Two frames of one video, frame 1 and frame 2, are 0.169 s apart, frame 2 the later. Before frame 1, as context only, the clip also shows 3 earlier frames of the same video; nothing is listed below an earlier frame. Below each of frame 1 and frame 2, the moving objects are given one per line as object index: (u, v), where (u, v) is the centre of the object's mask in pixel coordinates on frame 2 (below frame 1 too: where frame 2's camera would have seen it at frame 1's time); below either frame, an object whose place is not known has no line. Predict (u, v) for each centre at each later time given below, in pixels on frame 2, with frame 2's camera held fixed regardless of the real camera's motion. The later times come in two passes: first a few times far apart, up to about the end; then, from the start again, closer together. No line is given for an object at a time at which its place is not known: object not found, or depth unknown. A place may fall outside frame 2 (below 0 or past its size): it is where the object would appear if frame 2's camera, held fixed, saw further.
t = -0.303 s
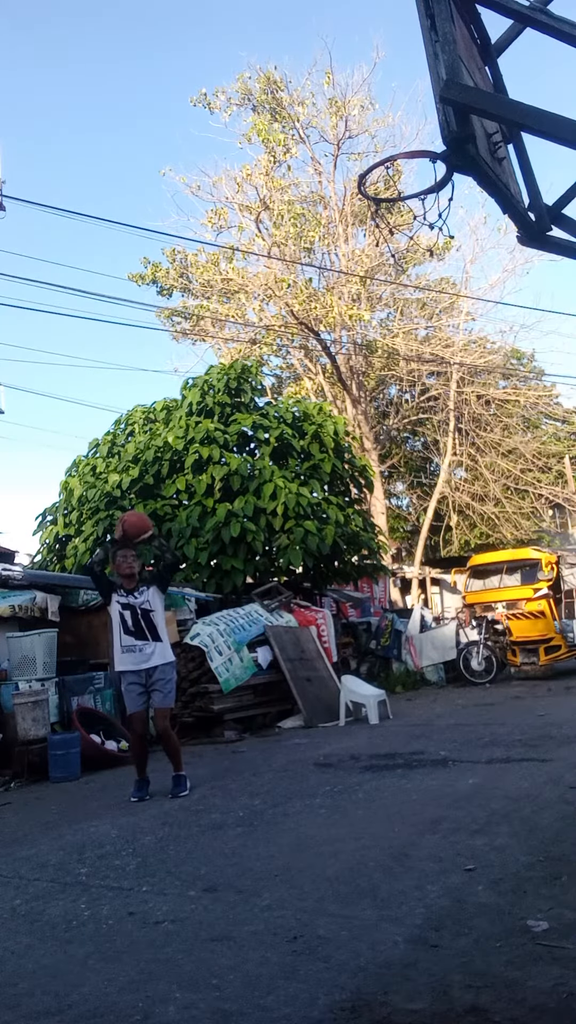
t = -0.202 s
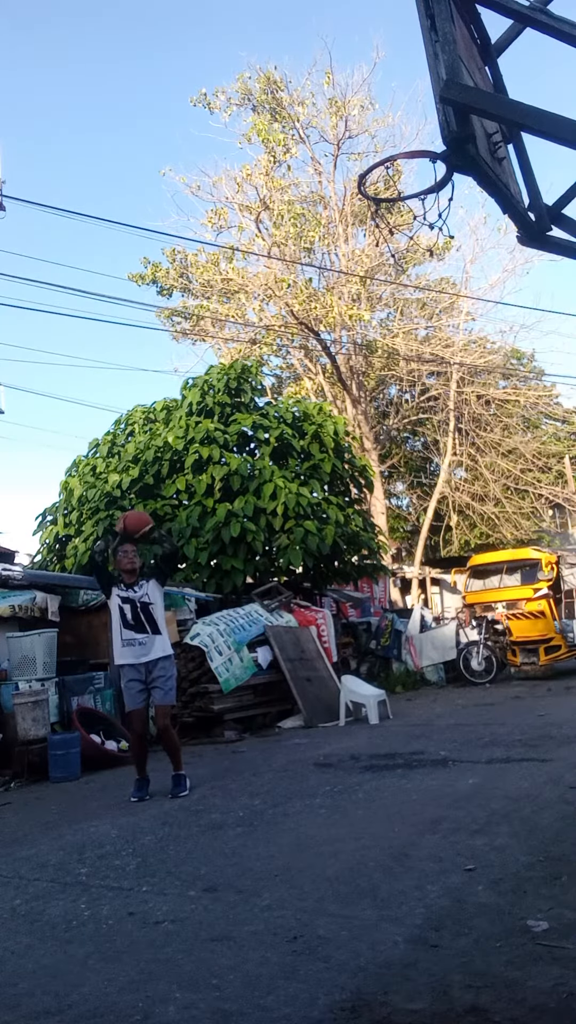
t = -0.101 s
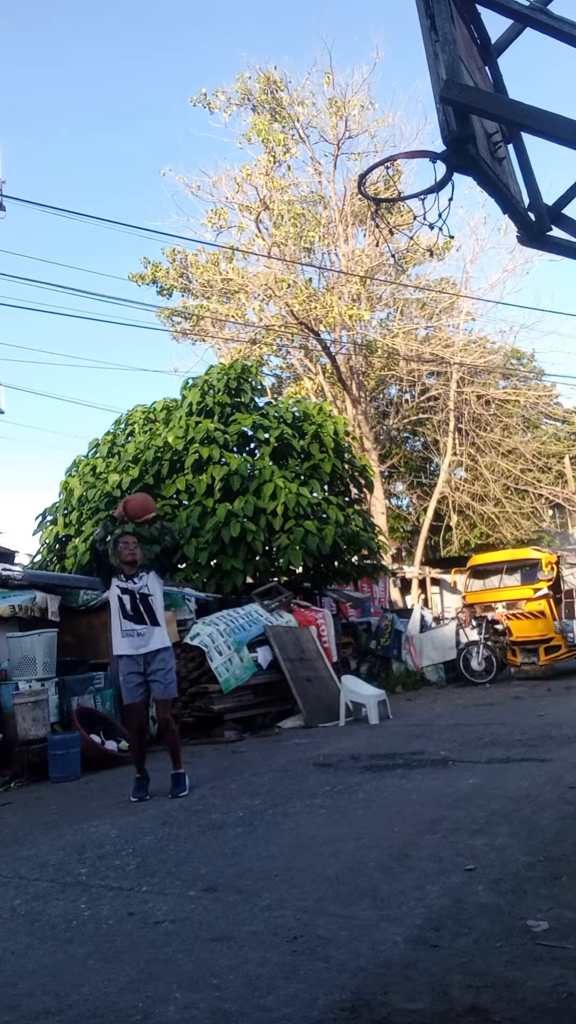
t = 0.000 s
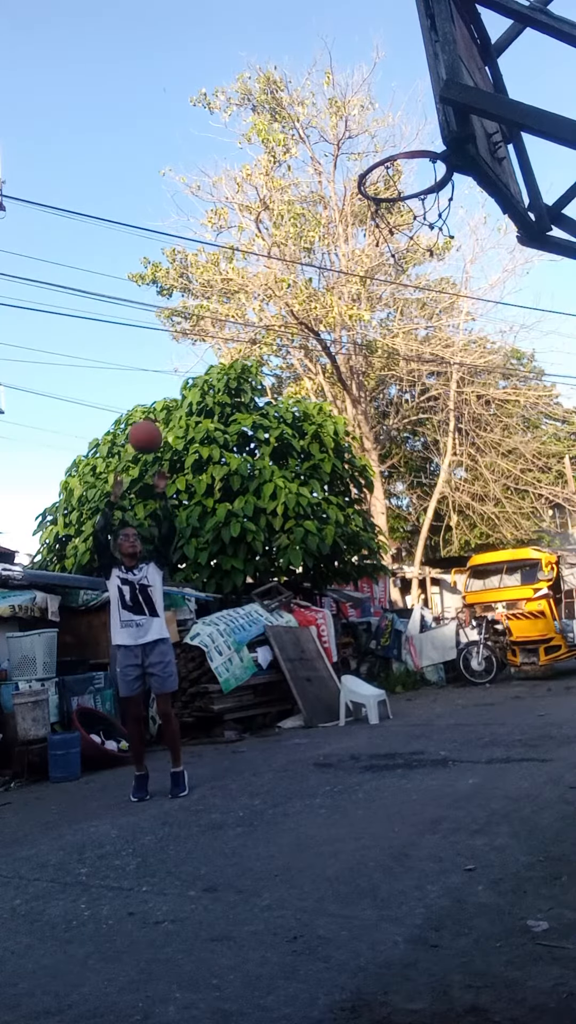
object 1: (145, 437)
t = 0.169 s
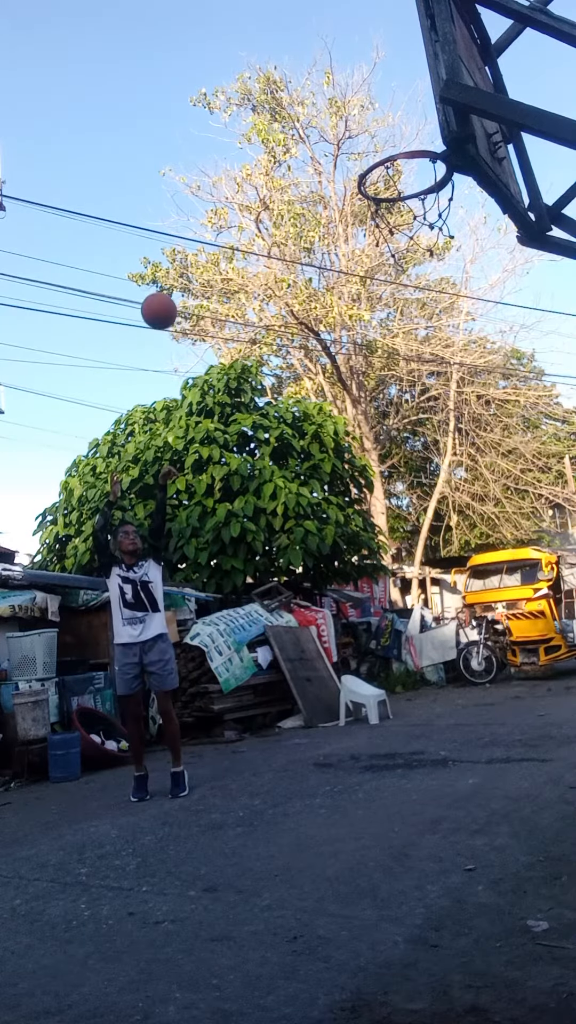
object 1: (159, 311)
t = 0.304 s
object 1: (174, 230)
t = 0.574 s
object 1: (223, 132)
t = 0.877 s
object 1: (325, 171)
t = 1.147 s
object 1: (265, 449)
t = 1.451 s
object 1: (169, 822)
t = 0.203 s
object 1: (162, 289)
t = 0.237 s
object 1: (166, 269)
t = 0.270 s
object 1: (170, 249)
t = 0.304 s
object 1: (174, 230)
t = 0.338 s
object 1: (179, 213)
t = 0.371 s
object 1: (184, 197)
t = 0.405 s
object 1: (189, 183)
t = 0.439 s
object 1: (195, 169)
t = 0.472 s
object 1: (201, 158)
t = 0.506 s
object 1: (208, 147)
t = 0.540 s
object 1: (215, 139)
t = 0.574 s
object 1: (223, 132)
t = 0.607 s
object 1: (231, 126)
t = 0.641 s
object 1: (240, 123)
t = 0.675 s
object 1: (250, 122)
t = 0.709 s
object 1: (260, 124)
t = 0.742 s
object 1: (271, 127)
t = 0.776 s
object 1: (283, 134)
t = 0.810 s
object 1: (296, 143)
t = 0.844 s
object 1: (310, 155)
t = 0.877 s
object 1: (325, 171)
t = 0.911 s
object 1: (339, 192)
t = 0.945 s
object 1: (349, 216)
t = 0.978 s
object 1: (339, 248)
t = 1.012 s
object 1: (322, 284)
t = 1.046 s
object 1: (307, 323)
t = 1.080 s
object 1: (292, 363)
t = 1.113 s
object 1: (278, 405)
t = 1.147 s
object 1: (265, 449)
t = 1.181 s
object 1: (252, 494)
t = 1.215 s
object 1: (241, 542)
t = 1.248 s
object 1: (230, 590)
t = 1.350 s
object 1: (201, 747)
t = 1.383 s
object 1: (192, 803)
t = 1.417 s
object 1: (183, 860)
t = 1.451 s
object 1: (169, 822)
